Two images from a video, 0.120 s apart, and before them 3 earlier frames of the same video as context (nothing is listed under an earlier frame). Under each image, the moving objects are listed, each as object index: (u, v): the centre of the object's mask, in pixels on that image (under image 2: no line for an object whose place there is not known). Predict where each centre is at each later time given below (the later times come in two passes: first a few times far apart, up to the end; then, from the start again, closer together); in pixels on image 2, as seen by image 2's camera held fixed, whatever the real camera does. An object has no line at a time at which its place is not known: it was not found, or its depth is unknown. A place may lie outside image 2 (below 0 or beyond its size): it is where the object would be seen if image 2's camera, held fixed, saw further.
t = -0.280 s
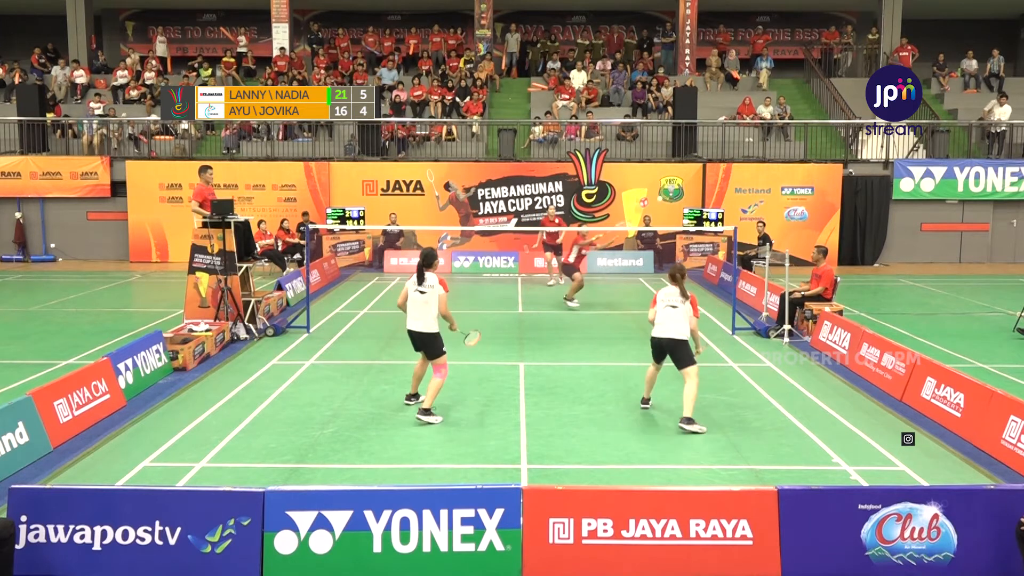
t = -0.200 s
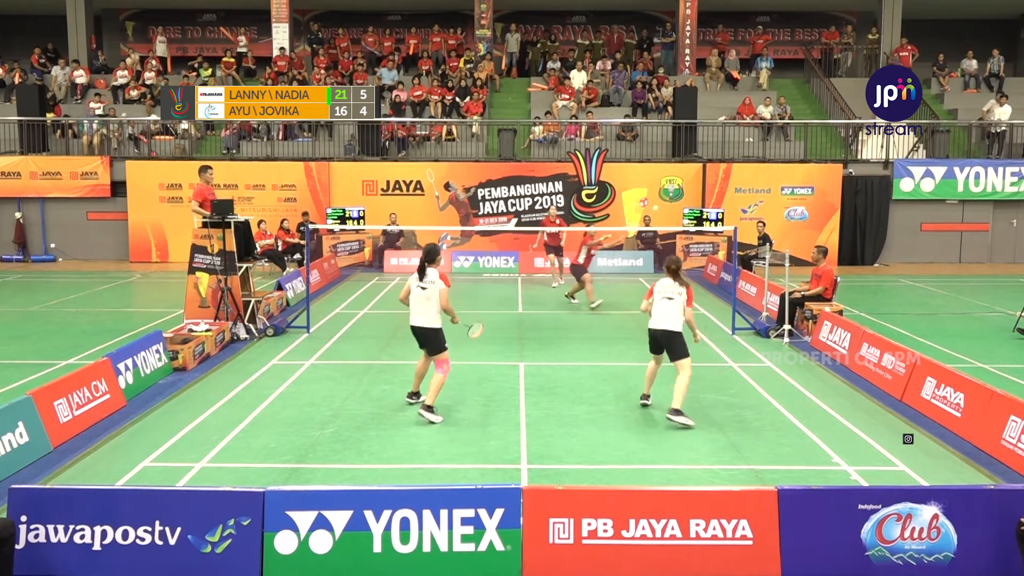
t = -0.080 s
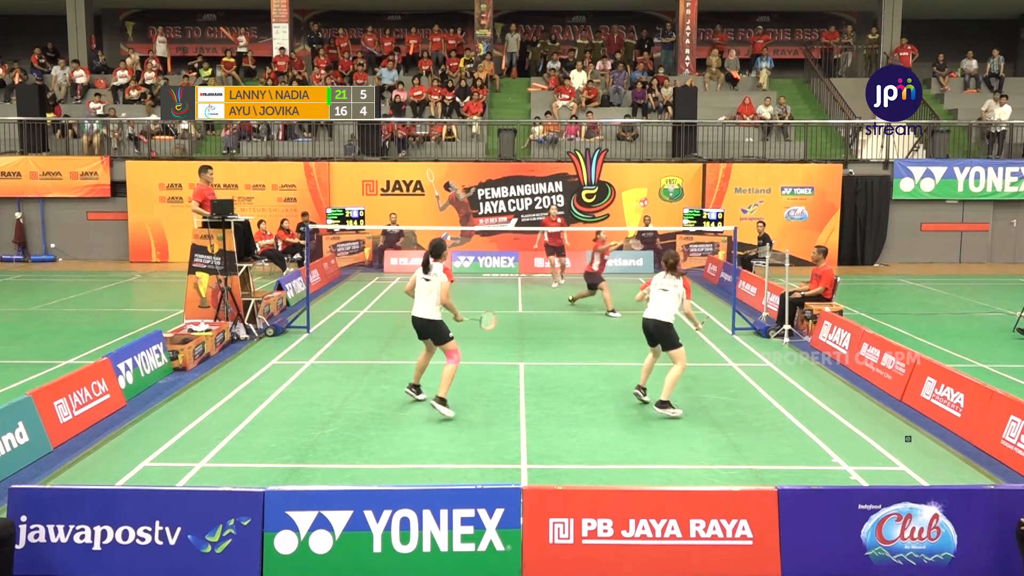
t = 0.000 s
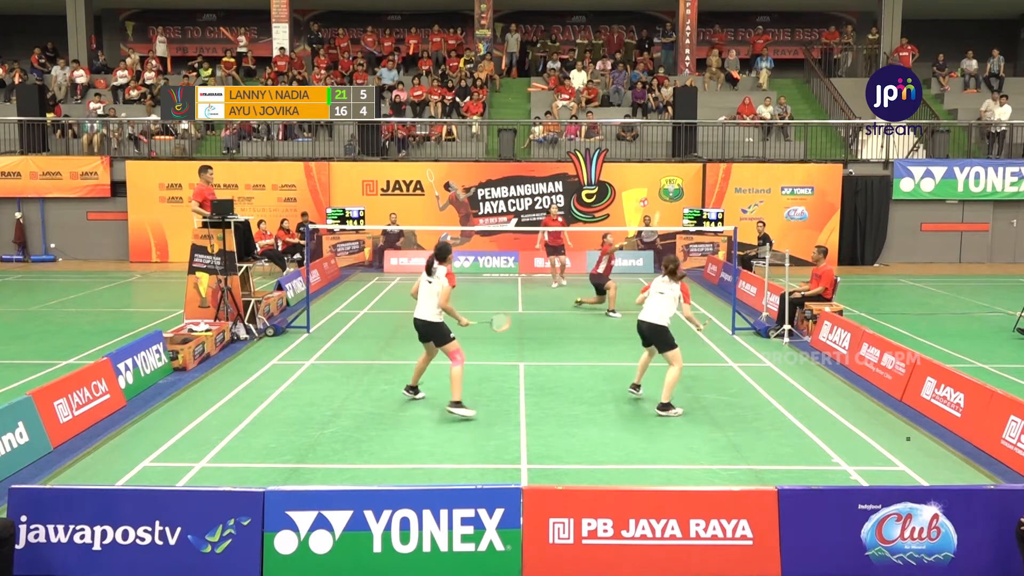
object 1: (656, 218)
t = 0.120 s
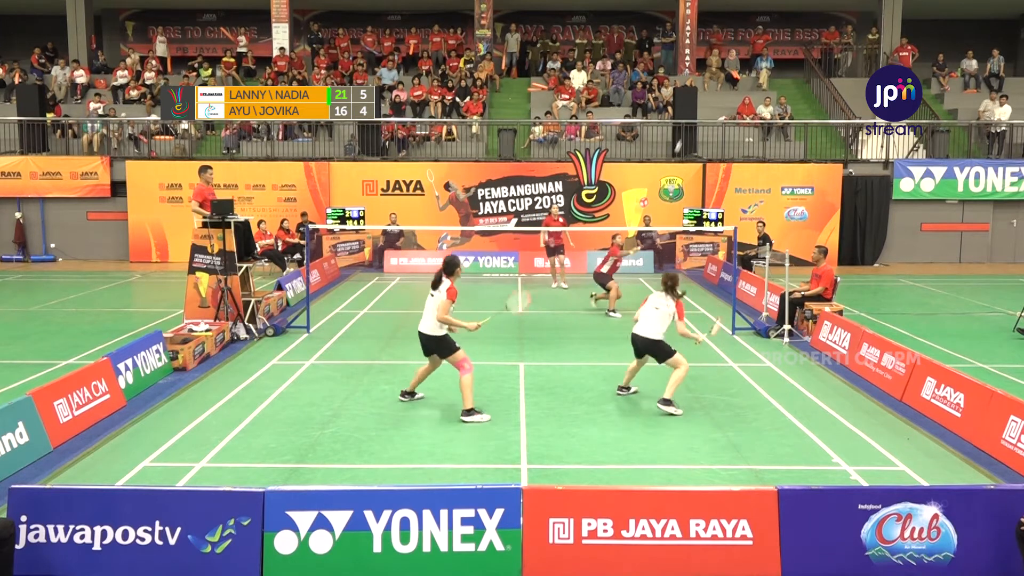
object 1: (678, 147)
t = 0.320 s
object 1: (710, 67)
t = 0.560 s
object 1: (744, 21)
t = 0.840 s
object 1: (779, 37)
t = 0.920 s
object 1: (788, 56)
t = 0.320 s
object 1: (710, 67)
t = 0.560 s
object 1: (744, 21)
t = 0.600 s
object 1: (750, 18)
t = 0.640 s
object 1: (755, 17)
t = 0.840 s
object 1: (779, 37)
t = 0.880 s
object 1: (783, 46)
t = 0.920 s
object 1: (788, 56)
